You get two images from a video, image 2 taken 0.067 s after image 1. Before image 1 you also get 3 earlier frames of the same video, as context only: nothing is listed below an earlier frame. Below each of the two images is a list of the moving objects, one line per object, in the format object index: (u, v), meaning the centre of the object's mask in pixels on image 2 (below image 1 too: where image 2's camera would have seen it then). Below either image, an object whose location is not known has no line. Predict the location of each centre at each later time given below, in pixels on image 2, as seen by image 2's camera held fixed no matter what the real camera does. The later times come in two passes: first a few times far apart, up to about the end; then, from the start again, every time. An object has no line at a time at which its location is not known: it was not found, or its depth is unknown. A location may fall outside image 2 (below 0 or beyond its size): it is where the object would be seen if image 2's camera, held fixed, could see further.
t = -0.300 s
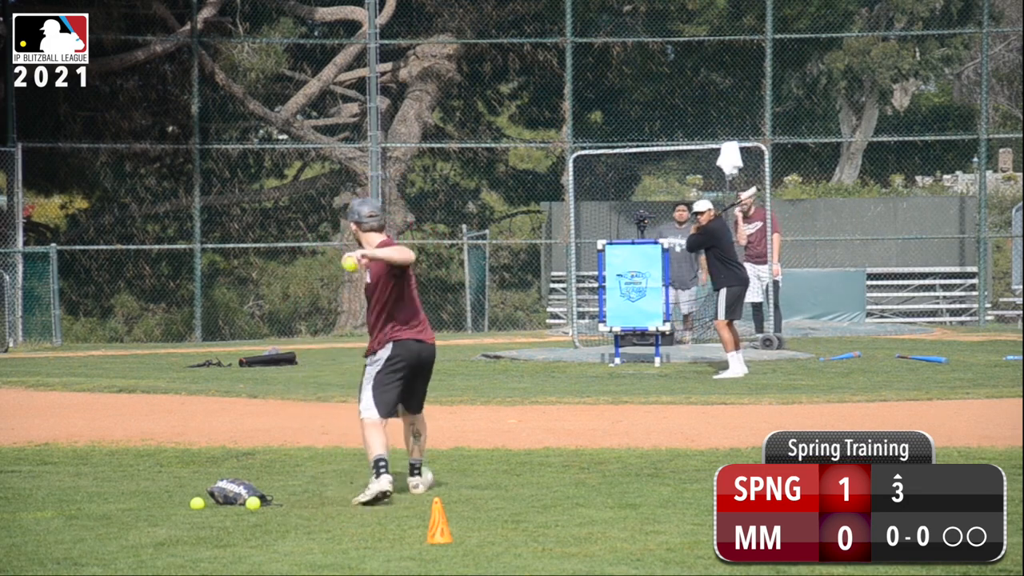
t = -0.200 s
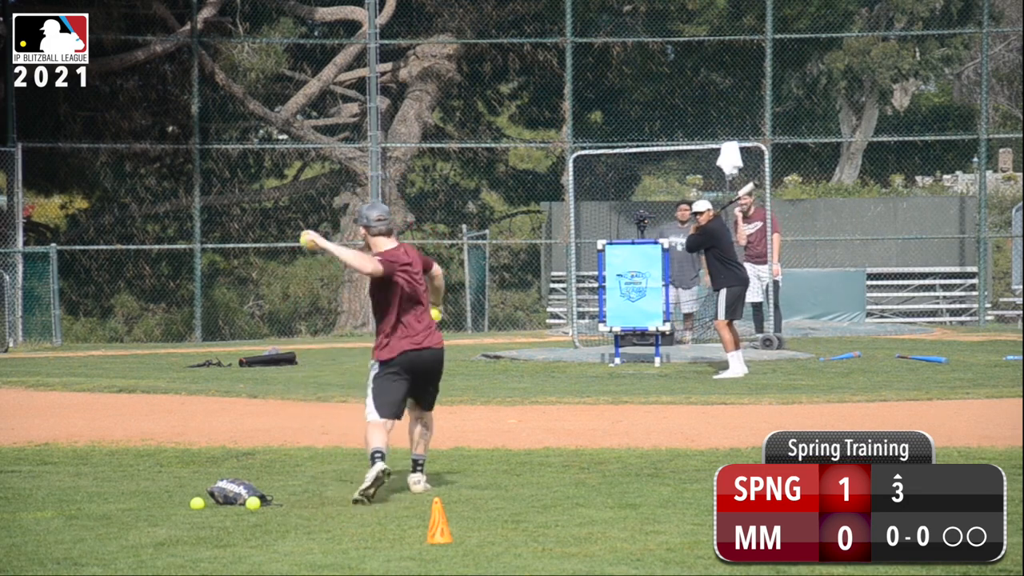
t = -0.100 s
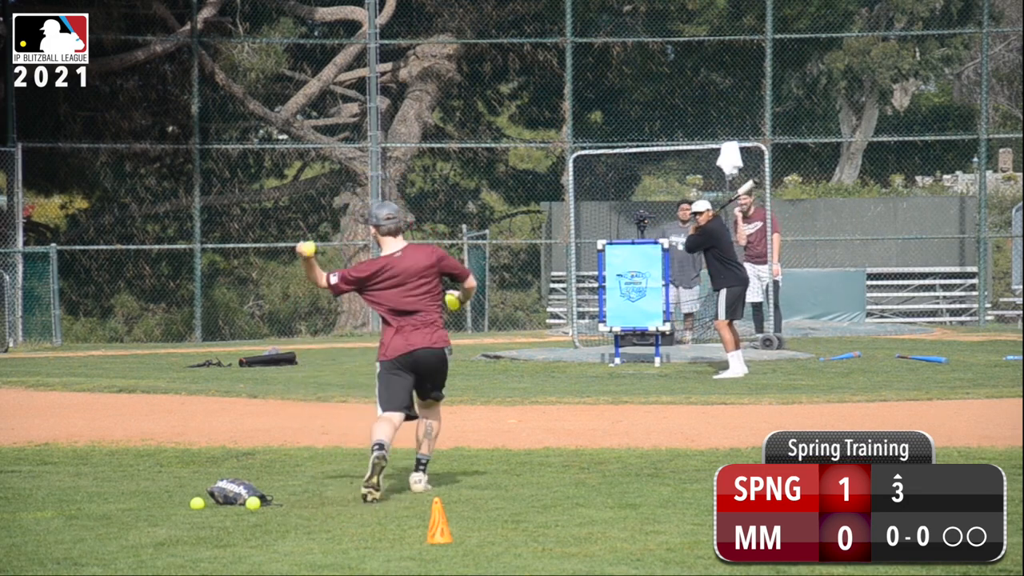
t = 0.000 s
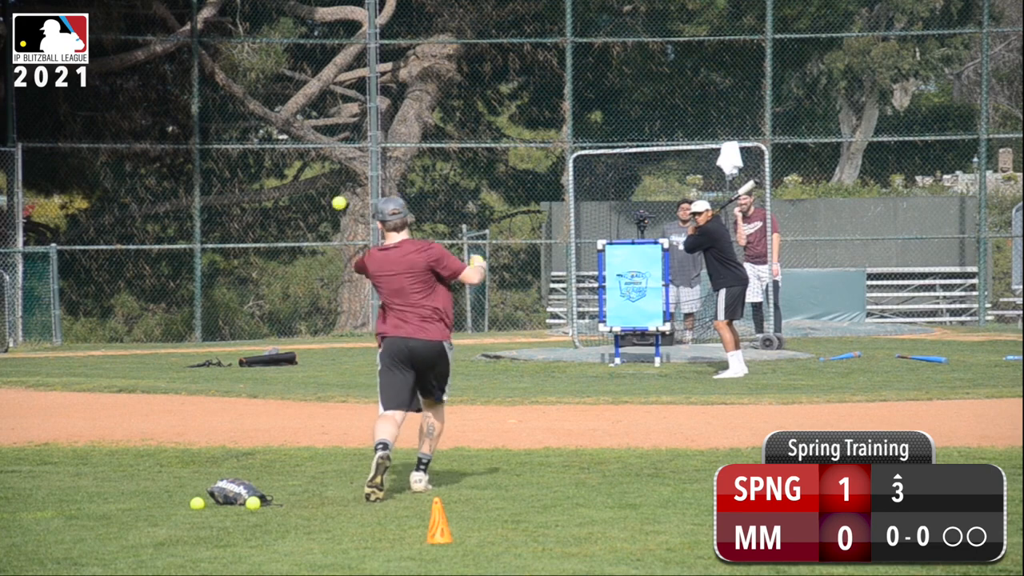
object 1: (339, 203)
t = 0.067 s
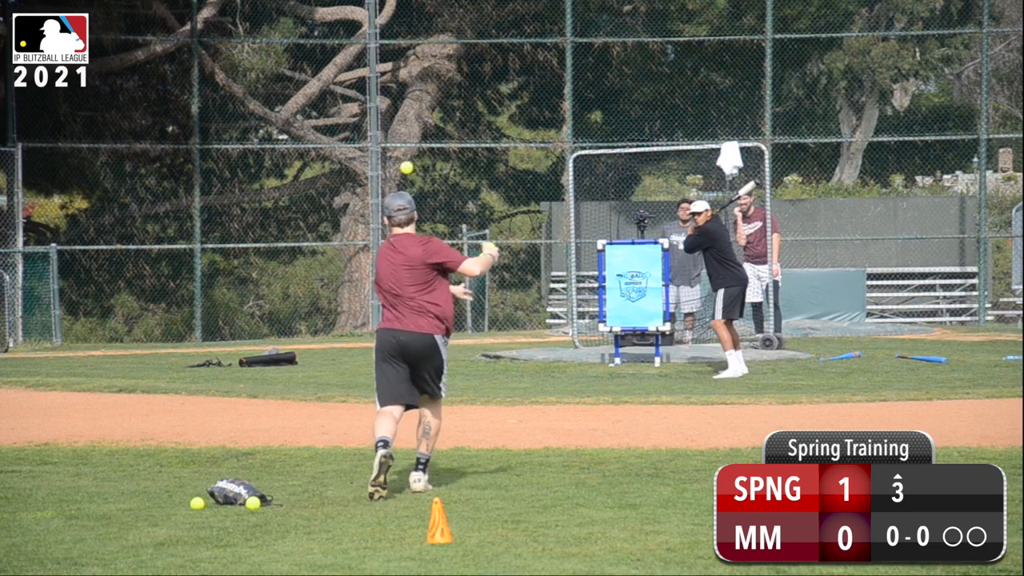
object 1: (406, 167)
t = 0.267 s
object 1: (538, 123)
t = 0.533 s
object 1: (624, 171)
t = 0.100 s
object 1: (434, 153)
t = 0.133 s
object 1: (460, 143)
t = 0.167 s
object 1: (483, 134)
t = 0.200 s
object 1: (503, 129)
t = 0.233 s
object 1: (522, 124)
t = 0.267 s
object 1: (538, 123)
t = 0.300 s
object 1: (554, 124)
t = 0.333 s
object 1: (567, 126)
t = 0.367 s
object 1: (580, 130)
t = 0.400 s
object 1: (590, 135)
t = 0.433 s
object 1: (600, 143)
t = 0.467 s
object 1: (609, 151)
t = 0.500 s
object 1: (617, 160)
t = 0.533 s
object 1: (624, 171)
